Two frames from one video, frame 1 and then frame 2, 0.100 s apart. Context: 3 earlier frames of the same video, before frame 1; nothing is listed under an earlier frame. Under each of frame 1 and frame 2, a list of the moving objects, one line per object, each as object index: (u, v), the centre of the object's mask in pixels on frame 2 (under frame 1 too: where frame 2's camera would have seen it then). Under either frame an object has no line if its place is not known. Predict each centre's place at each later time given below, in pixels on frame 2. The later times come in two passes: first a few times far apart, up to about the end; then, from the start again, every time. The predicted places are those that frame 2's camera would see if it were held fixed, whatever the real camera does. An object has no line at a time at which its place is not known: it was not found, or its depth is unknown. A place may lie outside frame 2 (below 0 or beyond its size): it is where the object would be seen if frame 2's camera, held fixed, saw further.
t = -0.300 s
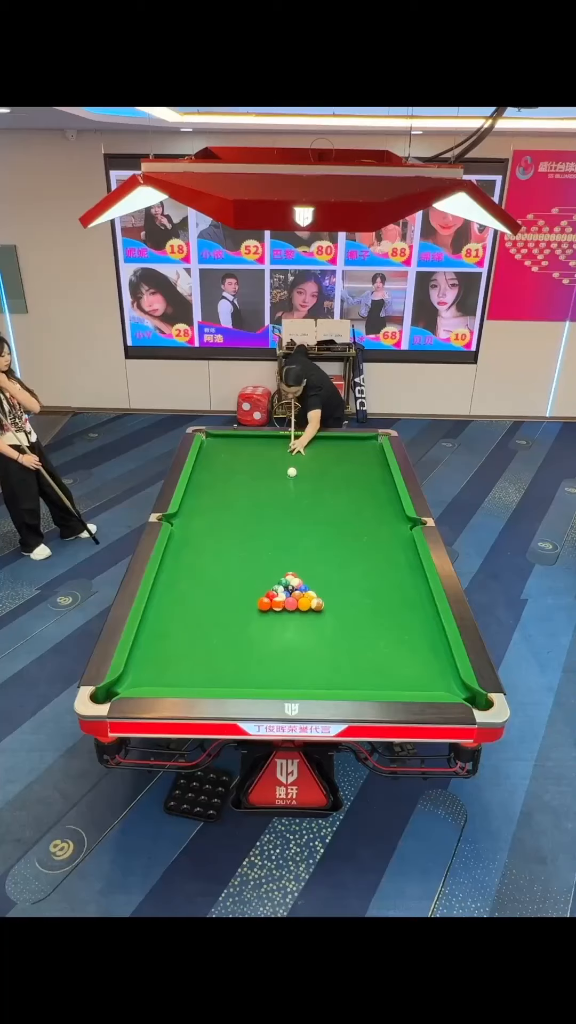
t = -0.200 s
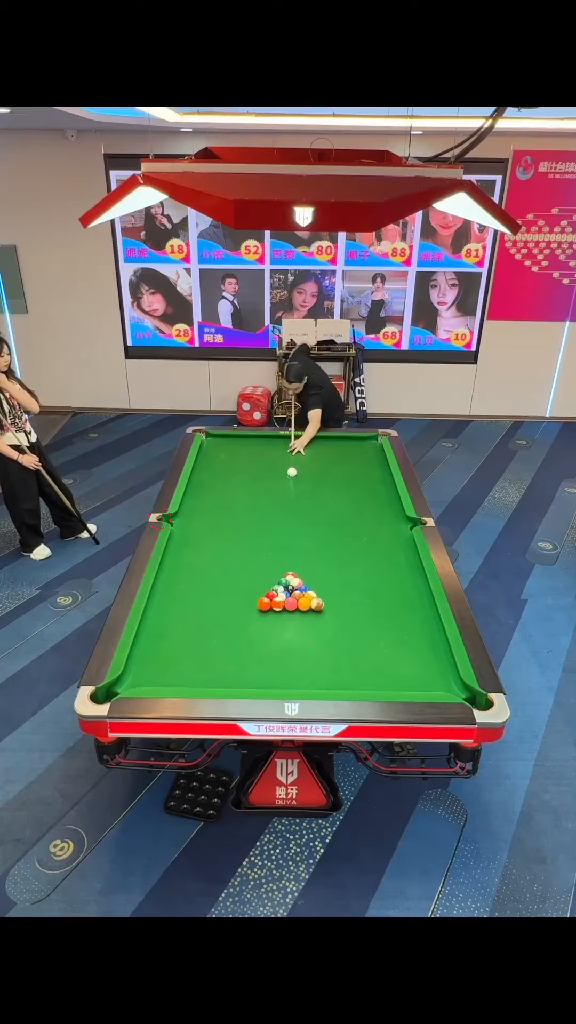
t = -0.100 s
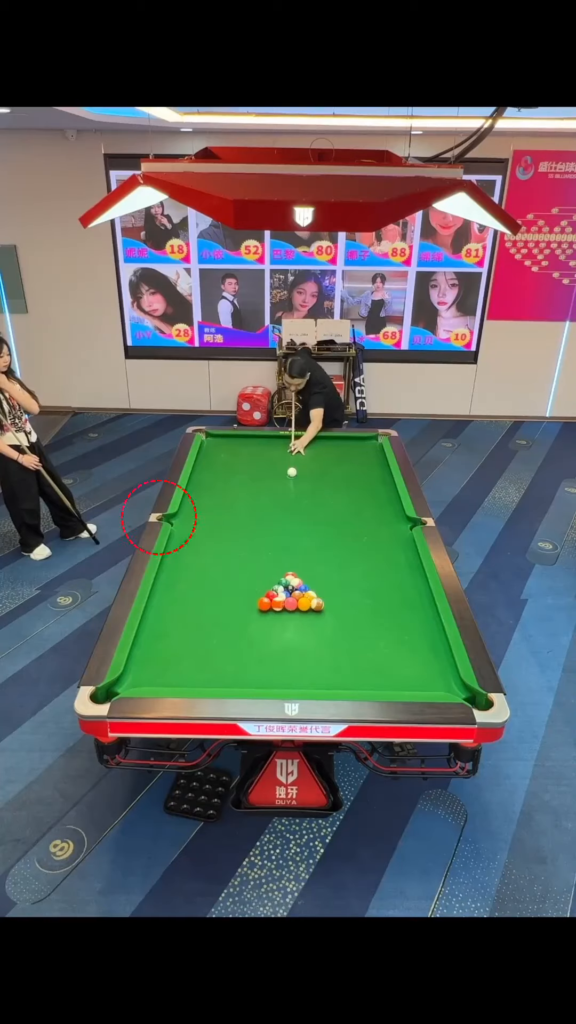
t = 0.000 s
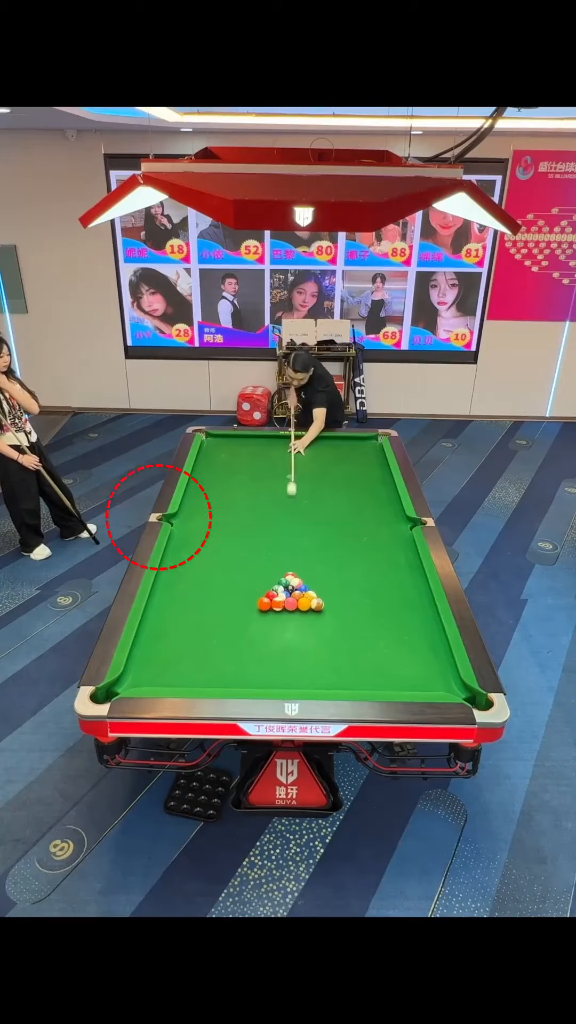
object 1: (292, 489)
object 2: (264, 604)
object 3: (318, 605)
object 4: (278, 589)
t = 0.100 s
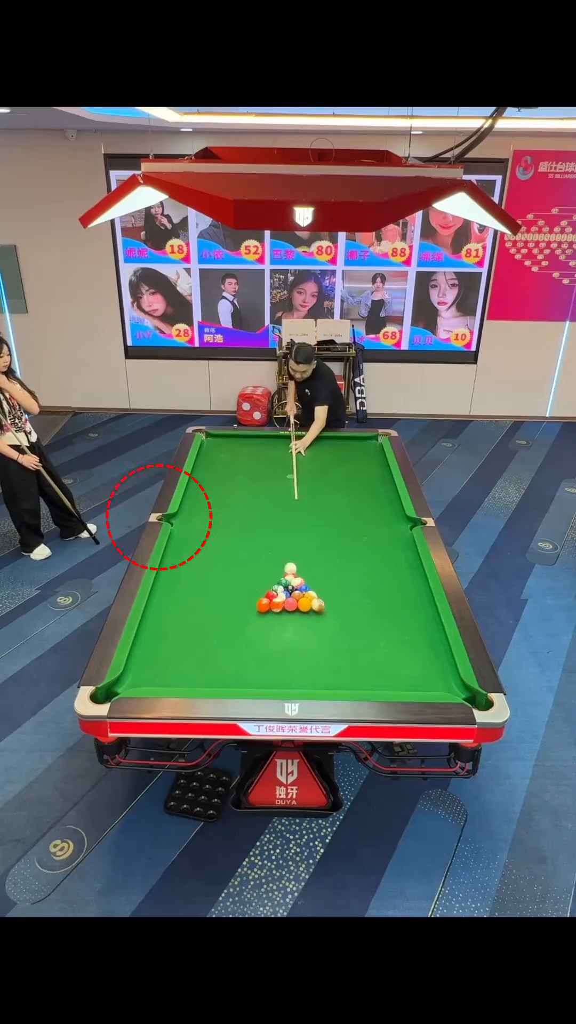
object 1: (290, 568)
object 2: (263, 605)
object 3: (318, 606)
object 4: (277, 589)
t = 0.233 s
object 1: (292, 541)
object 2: (197, 663)
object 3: (389, 675)
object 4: (264, 588)
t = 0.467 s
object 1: (294, 547)
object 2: (150, 628)
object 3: (430, 617)
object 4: (245, 586)
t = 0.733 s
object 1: (296, 549)
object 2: (188, 573)
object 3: (388, 556)
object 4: (225, 583)
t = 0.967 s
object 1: (298, 556)
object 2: (220, 536)
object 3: (358, 516)
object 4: (209, 580)
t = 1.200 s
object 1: (300, 561)
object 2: (245, 506)
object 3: (333, 484)
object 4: (195, 578)
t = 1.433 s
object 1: (302, 567)
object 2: (267, 481)
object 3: (313, 458)
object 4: (181, 577)
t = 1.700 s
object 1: (305, 572)
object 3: (293, 440)
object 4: (168, 575)
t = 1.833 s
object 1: (306, 575)
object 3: (278, 449)
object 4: (162, 574)
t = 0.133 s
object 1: (291, 560)
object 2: (248, 619)
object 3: (334, 621)
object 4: (274, 589)
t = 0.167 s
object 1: (291, 551)
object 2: (231, 633)
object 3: (352, 638)
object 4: (271, 589)
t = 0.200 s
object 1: (292, 546)
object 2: (214, 648)
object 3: (370, 655)
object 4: (268, 588)
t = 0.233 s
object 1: (292, 541)
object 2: (197, 663)
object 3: (389, 675)
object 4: (264, 588)
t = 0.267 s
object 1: (292, 539)
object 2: (179, 678)
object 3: (407, 686)
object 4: (261, 588)
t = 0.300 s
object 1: (293, 539)
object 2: (166, 680)
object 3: (413, 675)
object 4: (259, 588)
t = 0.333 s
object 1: (293, 541)
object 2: (162, 668)
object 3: (417, 661)
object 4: (256, 588)
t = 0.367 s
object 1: (293, 545)
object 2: (159, 657)
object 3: (420, 649)
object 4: (254, 587)
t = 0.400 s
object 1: (293, 551)
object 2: (156, 646)
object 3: (424, 637)
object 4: (251, 587)
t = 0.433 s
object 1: (293, 551)
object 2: (153, 637)
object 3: (427, 627)
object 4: (248, 586)
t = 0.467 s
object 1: (294, 547)
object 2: (150, 628)
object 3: (430, 617)
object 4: (245, 586)
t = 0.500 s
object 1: (294, 545)
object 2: (148, 619)
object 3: (430, 608)
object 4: (242, 586)
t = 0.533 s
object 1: (294, 545)
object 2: (154, 612)
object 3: (423, 599)
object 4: (240, 585)
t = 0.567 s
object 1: (295, 547)
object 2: (160, 605)
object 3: (416, 592)
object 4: (238, 585)
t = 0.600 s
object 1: (295, 549)
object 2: (167, 598)
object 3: (410, 584)
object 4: (235, 585)
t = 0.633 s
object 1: (295, 548)
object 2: (172, 591)
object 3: (405, 576)
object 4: (233, 584)
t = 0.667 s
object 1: (295, 548)
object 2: (178, 585)
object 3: (399, 570)
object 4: (230, 584)
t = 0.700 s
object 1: (296, 549)
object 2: (183, 579)
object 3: (394, 562)
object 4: (227, 583)
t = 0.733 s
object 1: (296, 549)
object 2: (188, 573)
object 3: (388, 556)
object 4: (225, 583)
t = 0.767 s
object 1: (296, 550)
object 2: (193, 567)
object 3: (384, 550)
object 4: (223, 583)
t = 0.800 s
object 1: (296, 551)
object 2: (198, 562)
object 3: (378, 544)
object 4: (220, 583)
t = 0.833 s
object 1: (297, 552)
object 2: (203, 556)
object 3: (375, 537)
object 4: (218, 582)
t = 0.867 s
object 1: (297, 553)
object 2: (207, 551)
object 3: (370, 532)
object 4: (216, 582)
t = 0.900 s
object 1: (297, 554)
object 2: (212, 546)
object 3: (366, 526)
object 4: (214, 581)
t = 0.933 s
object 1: (297, 555)
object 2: (216, 541)
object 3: (361, 521)
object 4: (211, 581)
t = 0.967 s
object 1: (298, 556)
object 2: (220, 536)
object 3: (358, 516)
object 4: (209, 580)
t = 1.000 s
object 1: (298, 556)
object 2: (224, 531)
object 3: (353, 511)
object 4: (207, 580)
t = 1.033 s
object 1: (298, 557)
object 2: (228, 527)
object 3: (350, 506)
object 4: (205, 580)
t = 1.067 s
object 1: (298, 558)
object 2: (232, 522)
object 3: (346, 501)
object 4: (203, 580)
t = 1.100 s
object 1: (299, 559)
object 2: (235, 518)
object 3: (343, 497)
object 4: (201, 580)
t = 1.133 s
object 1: (299, 560)
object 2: (238, 514)
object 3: (340, 493)
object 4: (199, 579)
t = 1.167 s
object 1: (299, 561)
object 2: (242, 510)
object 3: (337, 488)
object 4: (197, 579)
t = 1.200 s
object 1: (300, 561)
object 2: (245, 506)
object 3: (333, 484)
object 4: (195, 578)
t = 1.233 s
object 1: (300, 562)
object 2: (249, 502)
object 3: (330, 480)
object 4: (193, 578)
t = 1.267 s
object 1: (300, 563)
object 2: (252, 499)
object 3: (327, 476)
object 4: (190, 578)
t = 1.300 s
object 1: (301, 564)
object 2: (255, 495)
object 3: (324, 472)
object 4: (189, 578)
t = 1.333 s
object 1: (301, 564)
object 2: (258, 491)
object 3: (321, 469)
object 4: (187, 578)
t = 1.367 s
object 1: (301, 565)
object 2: (261, 488)
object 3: (318, 465)
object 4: (185, 577)
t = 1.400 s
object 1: (302, 566)
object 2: (263, 484)
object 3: (316, 461)
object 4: (183, 577)
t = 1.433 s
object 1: (302, 567)
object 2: (267, 481)
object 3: (313, 458)
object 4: (181, 577)
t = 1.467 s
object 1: (302, 567)
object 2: (269, 478)
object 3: (311, 454)
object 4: (180, 577)
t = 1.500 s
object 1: (303, 568)
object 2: (272, 475)
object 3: (308, 451)
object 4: (178, 576)
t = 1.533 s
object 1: (303, 569)
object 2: (274, 472)
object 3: (306, 448)
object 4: (176, 576)
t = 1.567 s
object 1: (303, 569)
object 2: (276, 469)
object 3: (303, 445)
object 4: (174, 575)
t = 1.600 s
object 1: (304, 570)
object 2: (279, 466)
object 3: (302, 442)
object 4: (173, 575)
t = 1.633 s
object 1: (304, 571)
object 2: (282, 463)
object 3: (299, 439)
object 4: (171, 575)
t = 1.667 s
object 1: (305, 571)
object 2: (284, 460)
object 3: (296, 438)
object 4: (169, 575)
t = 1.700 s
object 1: (305, 572)
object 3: (293, 440)
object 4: (168, 575)
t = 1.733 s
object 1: (305, 573)
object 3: (289, 443)
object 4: (166, 575)
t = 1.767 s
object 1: (306, 573)
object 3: (285, 444)
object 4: (165, 574)
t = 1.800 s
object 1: (306, 574)
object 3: (281, 447)
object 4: (163, 574)
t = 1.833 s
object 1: (306, 575)
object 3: (278, 449)
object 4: (162, 574)
